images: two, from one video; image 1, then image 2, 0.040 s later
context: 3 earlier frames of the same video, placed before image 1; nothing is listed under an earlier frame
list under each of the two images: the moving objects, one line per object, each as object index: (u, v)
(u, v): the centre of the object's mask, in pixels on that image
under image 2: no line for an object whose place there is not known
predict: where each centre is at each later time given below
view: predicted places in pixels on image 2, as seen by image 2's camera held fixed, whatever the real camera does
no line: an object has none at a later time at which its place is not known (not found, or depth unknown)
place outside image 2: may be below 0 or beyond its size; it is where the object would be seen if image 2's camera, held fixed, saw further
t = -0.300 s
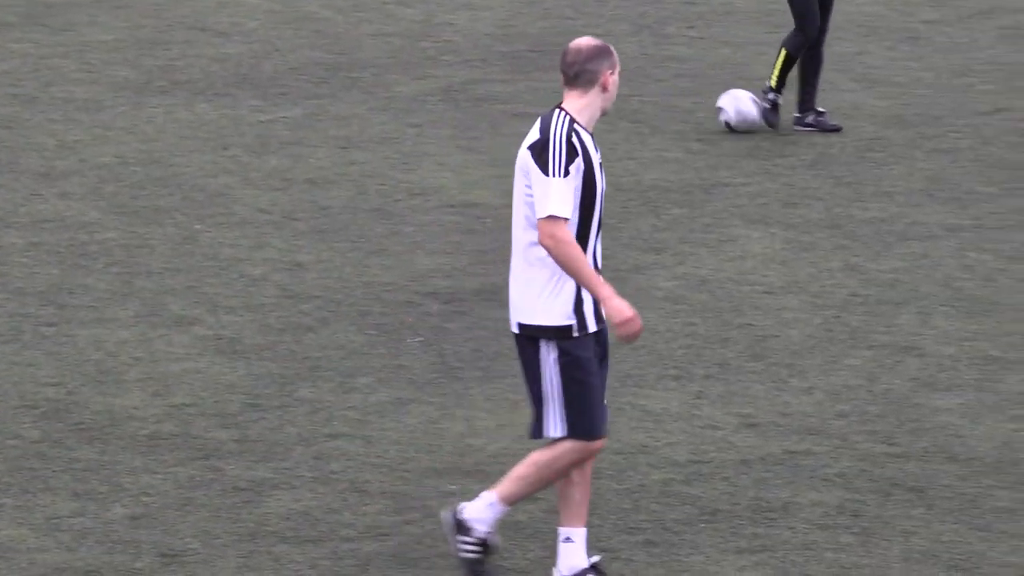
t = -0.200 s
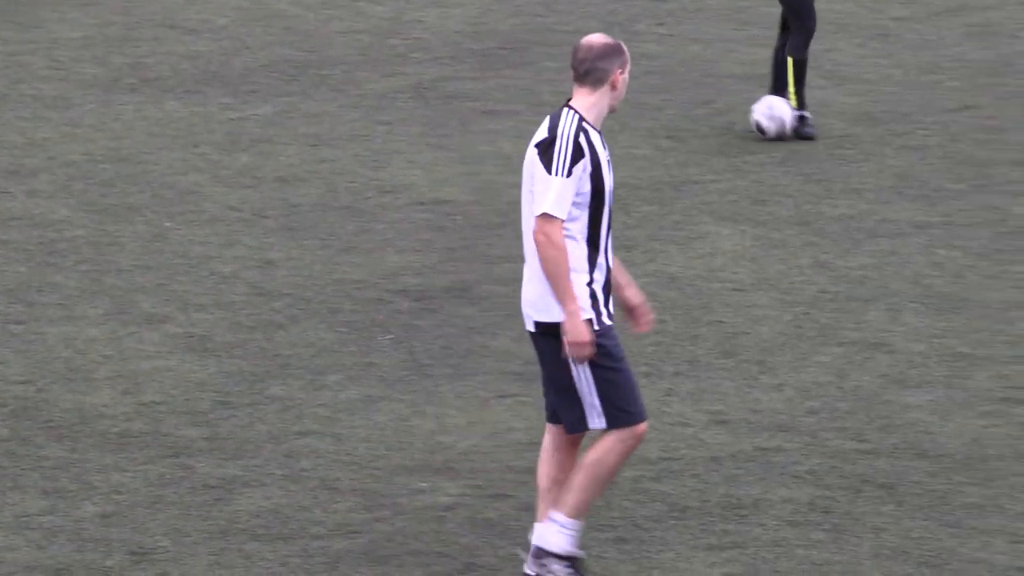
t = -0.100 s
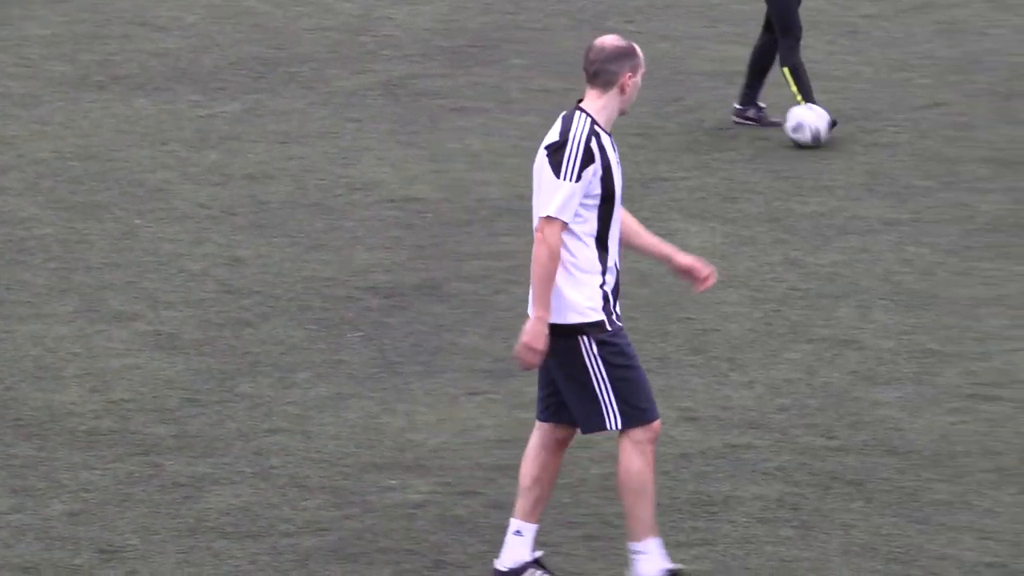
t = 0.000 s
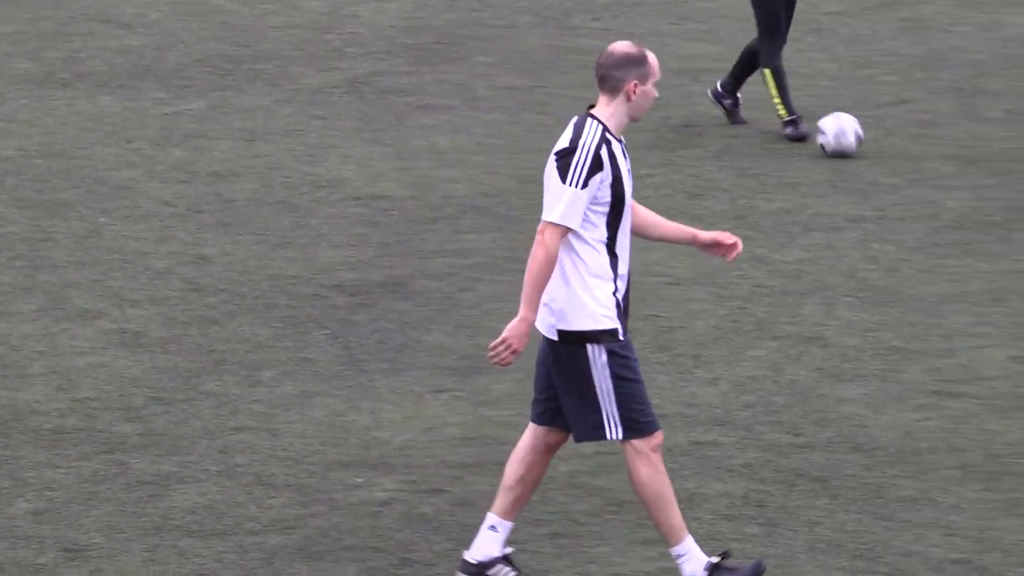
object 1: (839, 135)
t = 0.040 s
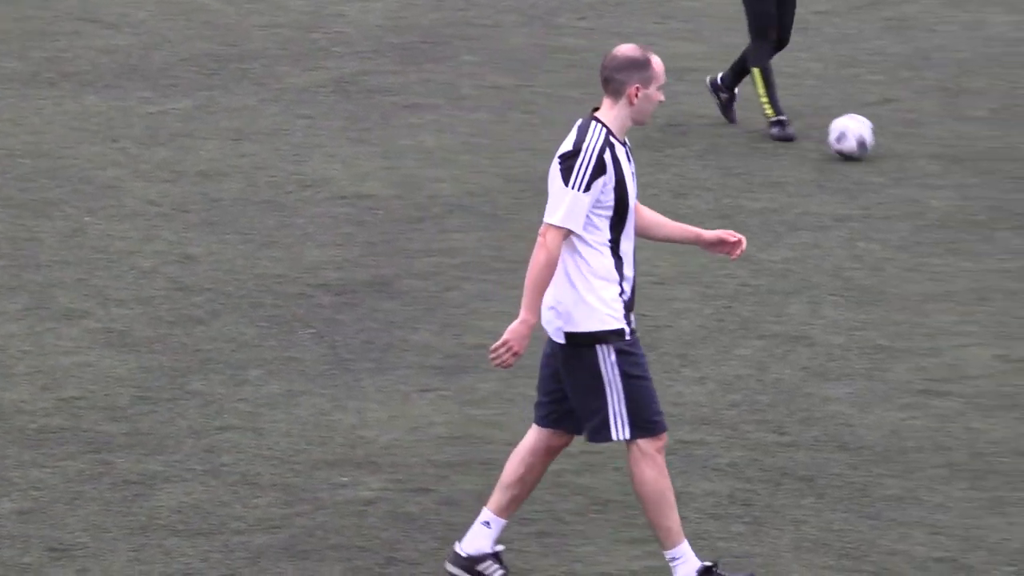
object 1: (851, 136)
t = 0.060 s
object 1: (862, 139)
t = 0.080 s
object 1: (874, 143)
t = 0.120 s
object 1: (899, 146)
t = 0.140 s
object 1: (912, 146)
